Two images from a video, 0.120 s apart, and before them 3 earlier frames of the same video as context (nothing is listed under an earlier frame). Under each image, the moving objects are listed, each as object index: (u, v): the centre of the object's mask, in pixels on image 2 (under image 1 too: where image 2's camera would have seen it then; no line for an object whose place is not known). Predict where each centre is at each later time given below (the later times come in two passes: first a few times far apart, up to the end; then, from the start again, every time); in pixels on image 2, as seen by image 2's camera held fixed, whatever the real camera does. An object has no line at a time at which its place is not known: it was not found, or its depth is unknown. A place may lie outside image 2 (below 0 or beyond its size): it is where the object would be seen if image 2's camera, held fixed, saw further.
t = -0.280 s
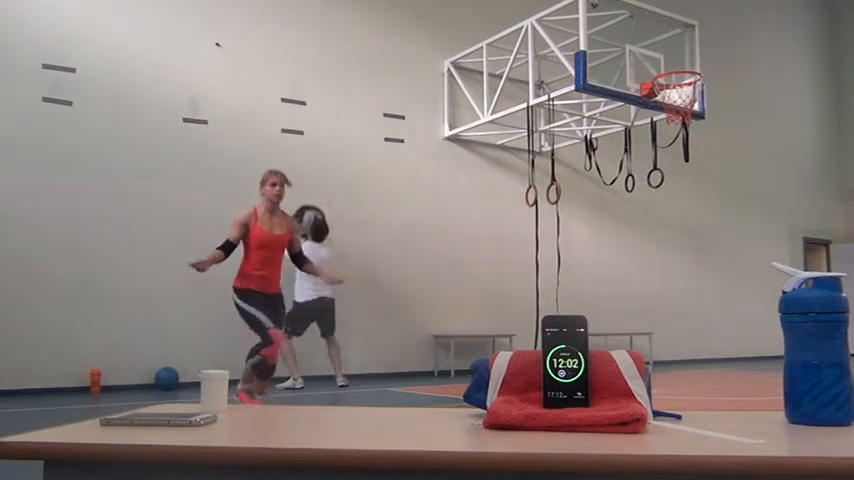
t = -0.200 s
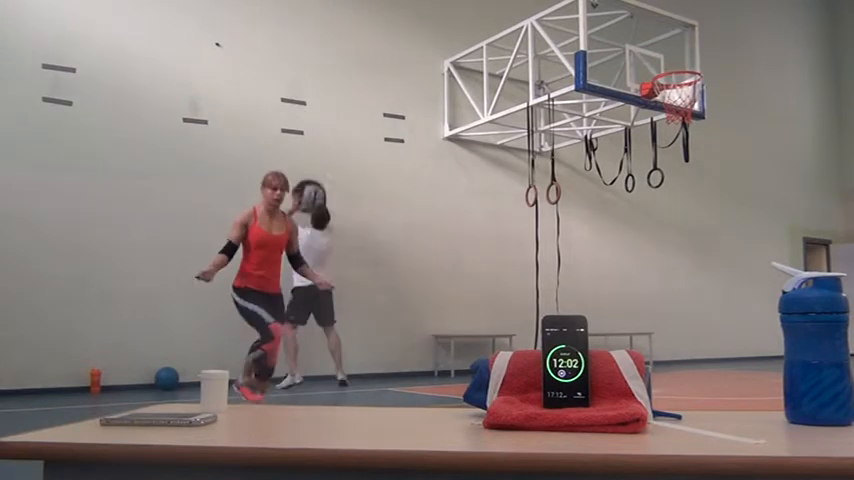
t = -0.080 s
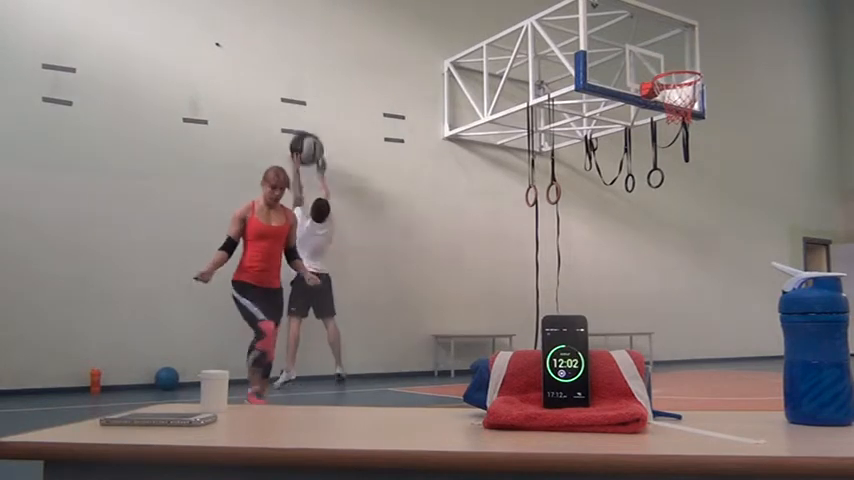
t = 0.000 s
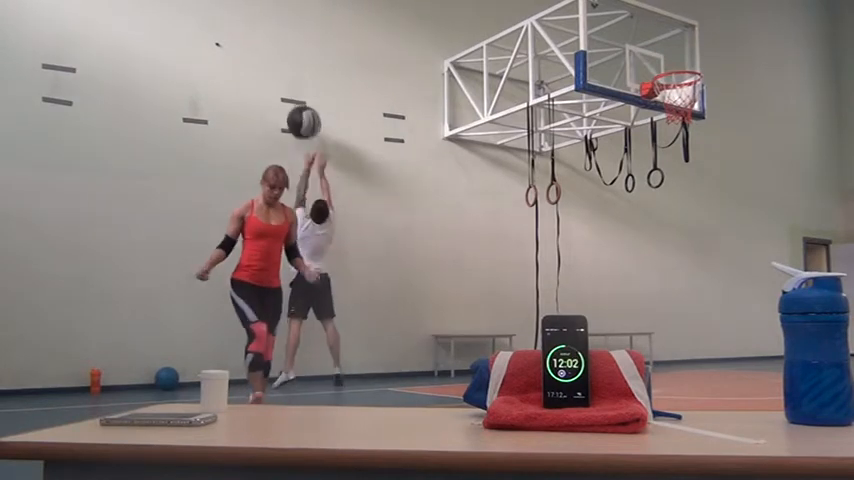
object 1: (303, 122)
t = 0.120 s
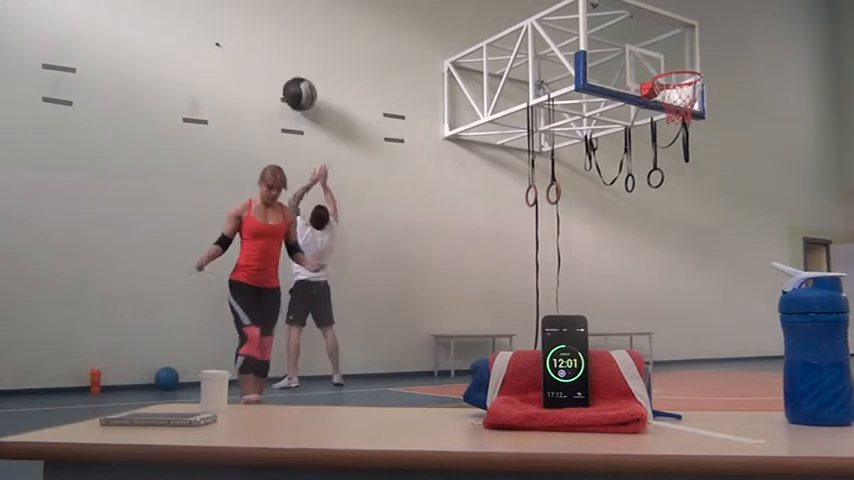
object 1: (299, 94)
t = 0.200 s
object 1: (296, 82)
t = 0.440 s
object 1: (300, 80)
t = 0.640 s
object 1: (302, 119)
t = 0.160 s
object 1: (298, 87)
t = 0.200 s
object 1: (296, 82)
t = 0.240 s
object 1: (296, 79)
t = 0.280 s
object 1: (296, 76)
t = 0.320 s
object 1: (297, 75)
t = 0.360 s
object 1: (298, 75)
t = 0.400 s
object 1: (299, 77)
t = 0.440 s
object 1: (300, 80)
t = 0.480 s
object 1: (300, 84)
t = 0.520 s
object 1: (301, 91)
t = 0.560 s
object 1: (301, 98)
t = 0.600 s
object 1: (302, 108)
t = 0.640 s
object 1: (302, 119)
